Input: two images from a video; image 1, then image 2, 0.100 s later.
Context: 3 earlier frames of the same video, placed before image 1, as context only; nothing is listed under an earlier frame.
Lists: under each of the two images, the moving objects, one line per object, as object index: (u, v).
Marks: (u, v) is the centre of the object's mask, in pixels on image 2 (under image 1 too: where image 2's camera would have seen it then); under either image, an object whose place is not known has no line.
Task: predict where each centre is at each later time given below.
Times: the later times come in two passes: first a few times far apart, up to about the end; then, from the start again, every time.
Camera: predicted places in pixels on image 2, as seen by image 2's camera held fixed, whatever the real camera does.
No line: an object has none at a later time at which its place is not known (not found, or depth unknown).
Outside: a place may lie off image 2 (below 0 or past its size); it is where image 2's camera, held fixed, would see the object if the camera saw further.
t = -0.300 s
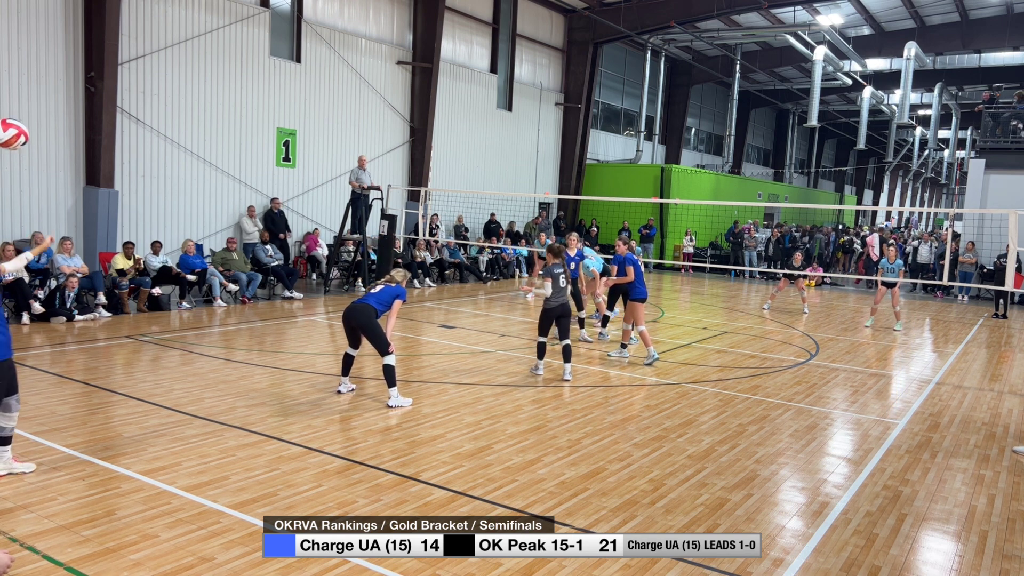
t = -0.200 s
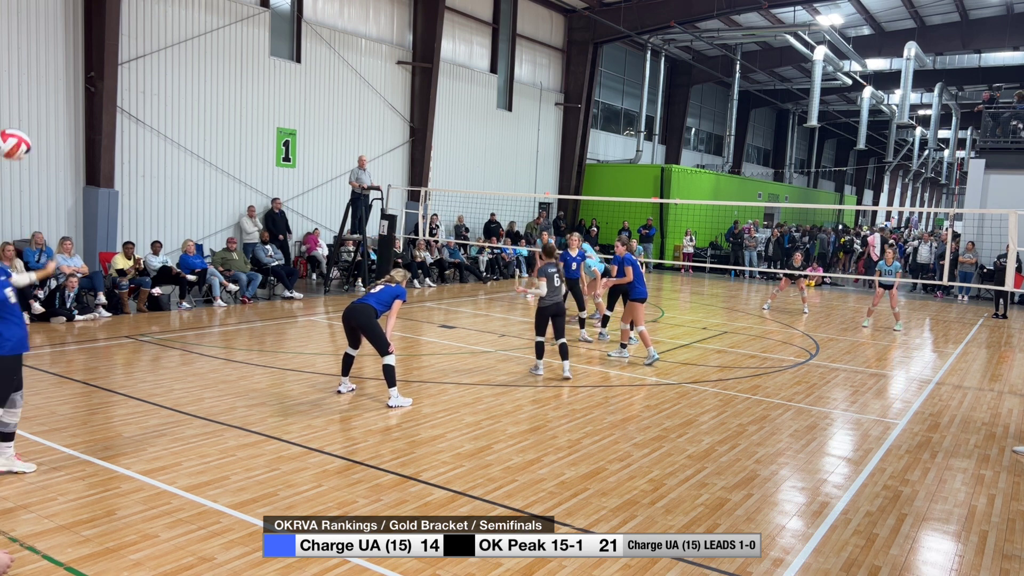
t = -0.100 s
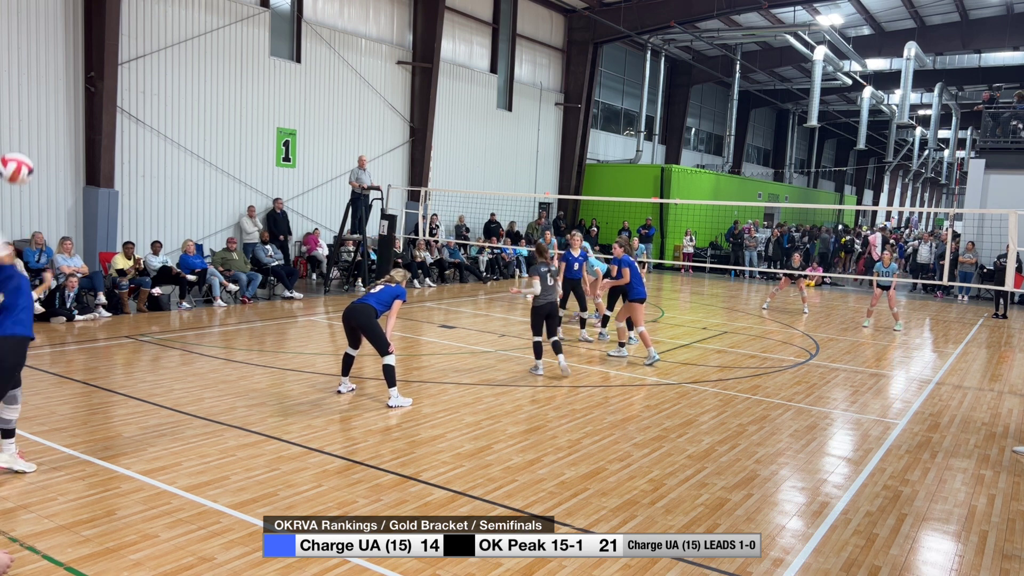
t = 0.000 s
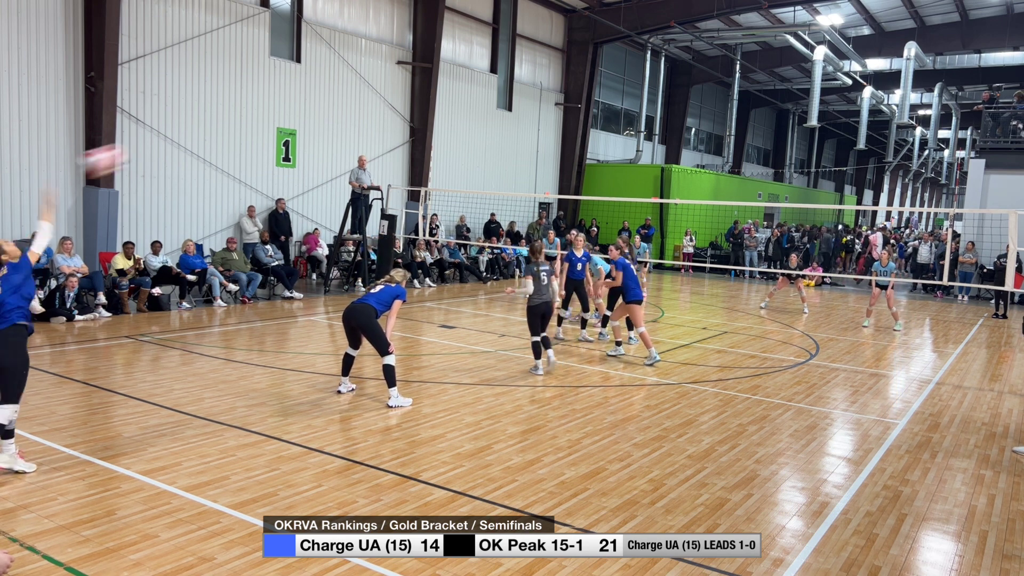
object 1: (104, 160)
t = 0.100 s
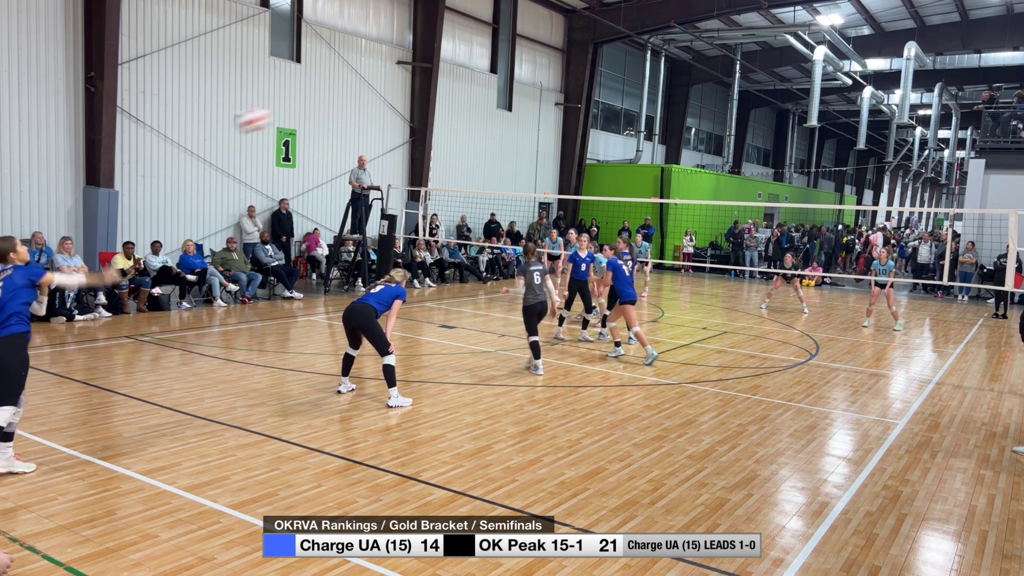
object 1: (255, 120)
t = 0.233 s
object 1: (393, 93)
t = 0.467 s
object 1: (546, 91)
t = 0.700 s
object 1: (638, 127)
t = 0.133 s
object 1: (297, 110)
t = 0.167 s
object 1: (332, 103)
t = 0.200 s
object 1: (364, 97)
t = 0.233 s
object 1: (393, 93)
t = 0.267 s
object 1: (421, 91)
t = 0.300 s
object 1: (443, 89)
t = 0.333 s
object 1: (469, 88)
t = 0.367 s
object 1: (491, 86)
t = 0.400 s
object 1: (510, 87)
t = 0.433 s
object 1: (529, 88)
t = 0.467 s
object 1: (546, 91)
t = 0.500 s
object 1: (563, 96)
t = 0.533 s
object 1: (577, 99)
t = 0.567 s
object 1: (591, 104)
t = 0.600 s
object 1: (604, 110)
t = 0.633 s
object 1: (616, 115)
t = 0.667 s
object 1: (628, 121)
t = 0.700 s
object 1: (638, 127)
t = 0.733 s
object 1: (649, 134)
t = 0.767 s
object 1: (658, 140)
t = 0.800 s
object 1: (667, 147)
